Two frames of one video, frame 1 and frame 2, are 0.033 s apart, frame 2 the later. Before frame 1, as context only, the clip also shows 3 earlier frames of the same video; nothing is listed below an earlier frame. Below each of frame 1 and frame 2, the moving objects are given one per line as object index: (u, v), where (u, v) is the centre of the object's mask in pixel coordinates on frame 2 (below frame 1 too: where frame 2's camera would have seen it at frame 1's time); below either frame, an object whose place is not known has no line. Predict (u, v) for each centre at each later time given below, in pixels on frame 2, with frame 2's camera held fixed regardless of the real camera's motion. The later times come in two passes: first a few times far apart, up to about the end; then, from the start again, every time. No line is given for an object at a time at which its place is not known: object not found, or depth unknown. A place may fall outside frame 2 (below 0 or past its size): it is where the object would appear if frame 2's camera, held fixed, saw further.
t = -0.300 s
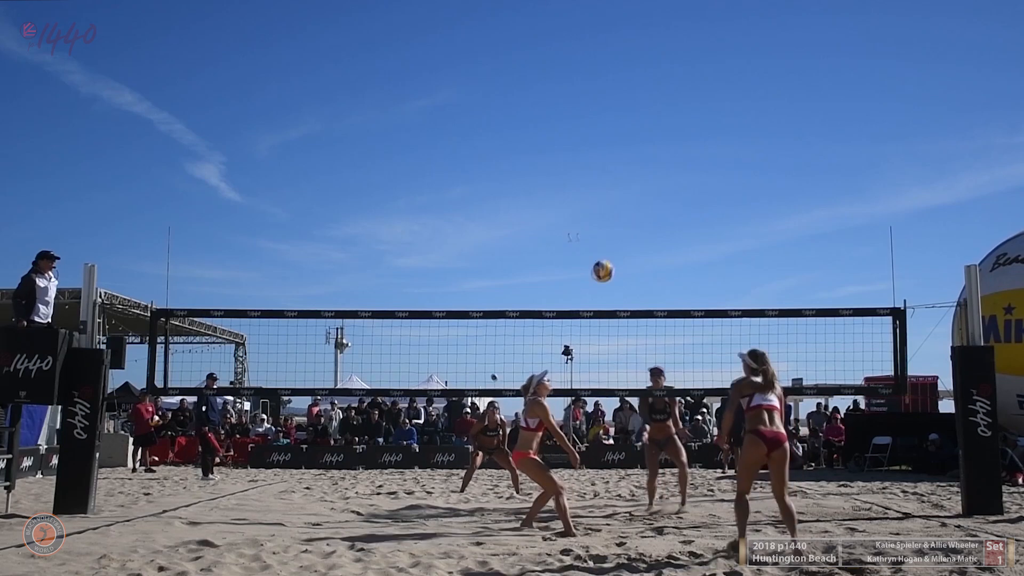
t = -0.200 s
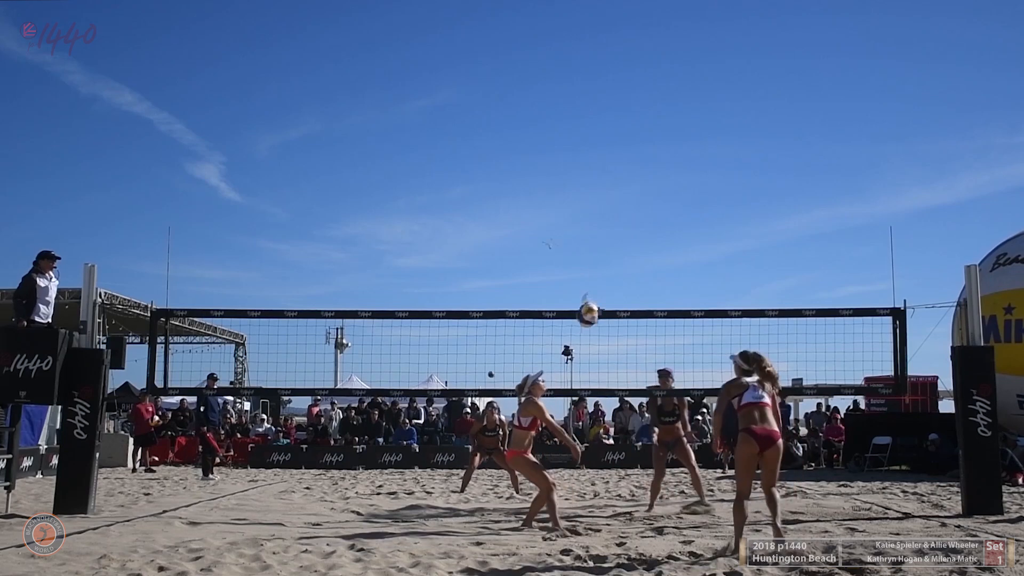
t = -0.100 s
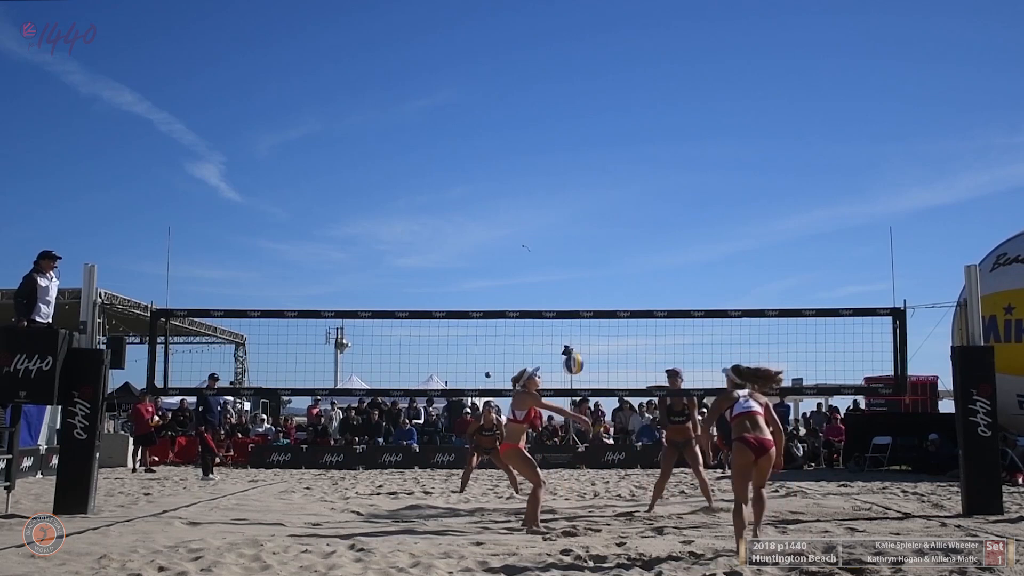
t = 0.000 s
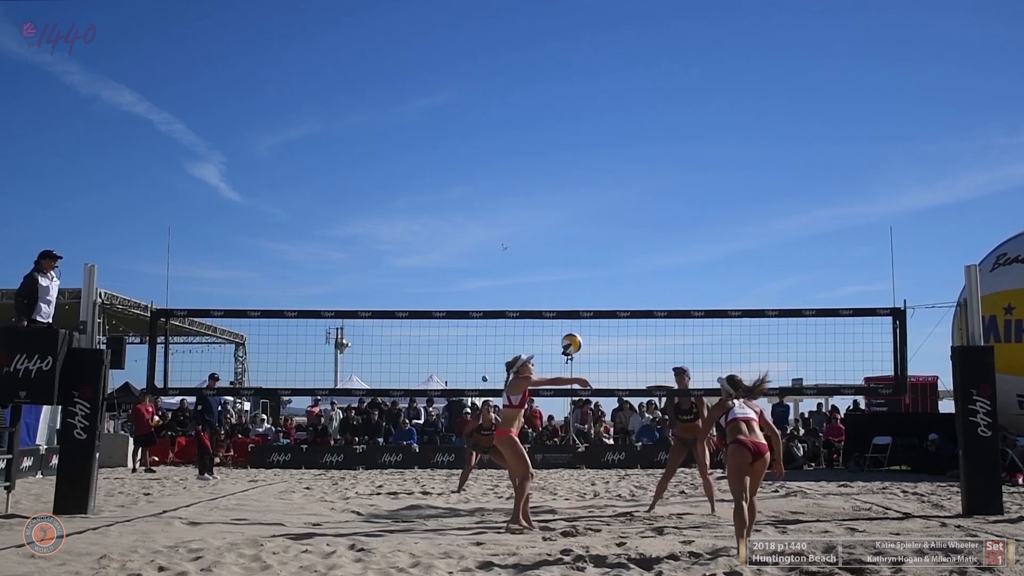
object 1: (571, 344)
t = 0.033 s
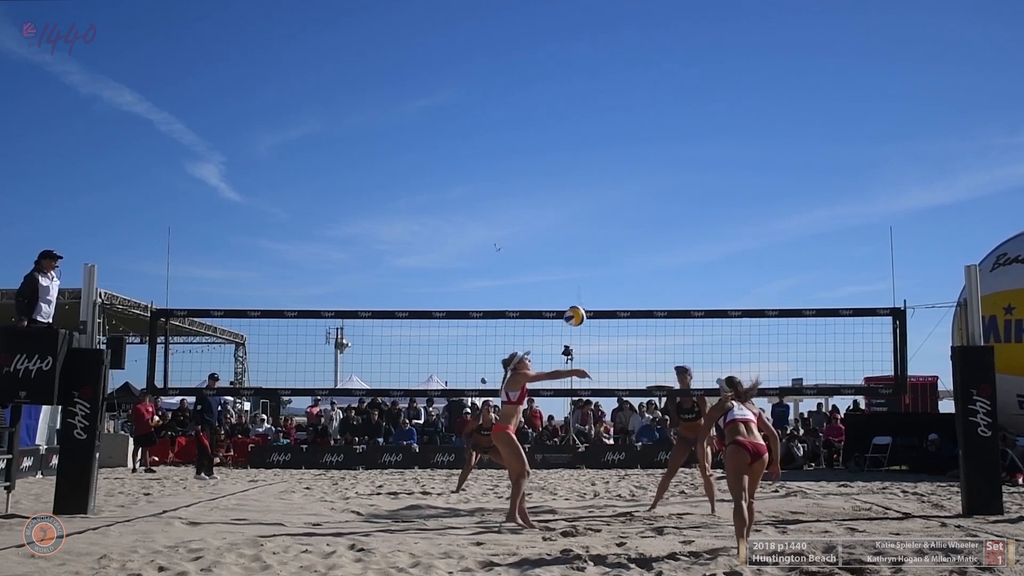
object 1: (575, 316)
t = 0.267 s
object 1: (589, 166)
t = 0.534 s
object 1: (601, 69)
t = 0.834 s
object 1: (607, 50)
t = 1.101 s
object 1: (604, 115)
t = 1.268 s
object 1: (598, 194)
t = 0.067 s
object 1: (577, 291)
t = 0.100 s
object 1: (579, 268)
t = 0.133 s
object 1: (581, 245)
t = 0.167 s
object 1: (584, 224)
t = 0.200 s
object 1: (585, 204)
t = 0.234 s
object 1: (587, 185)
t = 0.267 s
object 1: (589, 166)
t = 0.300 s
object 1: (591, 151)
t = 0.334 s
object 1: (593, 136)
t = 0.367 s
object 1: (595, 121)
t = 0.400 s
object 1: (596, 109)
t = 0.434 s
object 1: (598, 97)
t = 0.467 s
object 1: (599, 87)
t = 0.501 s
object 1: (600, 77)
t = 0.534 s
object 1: (601, 69)
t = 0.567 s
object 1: (603, 62)
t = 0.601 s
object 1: (603, 56)
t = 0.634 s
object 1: (604, 52)
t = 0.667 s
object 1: (605, 48)
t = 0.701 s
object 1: (606, 46)
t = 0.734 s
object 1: (606, 45)
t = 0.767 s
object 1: (607, 45)
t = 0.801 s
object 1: (607, 47)
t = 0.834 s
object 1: (607, 50)
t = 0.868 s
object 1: (607, 54)
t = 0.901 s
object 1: (607, 59)
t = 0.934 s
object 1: (607, 65)
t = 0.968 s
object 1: (607, 73)
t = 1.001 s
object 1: (606, 82)
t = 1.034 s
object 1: (605, 92)
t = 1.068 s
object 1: (604, 103)
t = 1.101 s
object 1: (604, 115)
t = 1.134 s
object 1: (603, 129)
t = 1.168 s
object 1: (602, 144)
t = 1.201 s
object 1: (601, 160)
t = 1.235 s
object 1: (600, 176)
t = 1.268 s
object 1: (598, 194)
